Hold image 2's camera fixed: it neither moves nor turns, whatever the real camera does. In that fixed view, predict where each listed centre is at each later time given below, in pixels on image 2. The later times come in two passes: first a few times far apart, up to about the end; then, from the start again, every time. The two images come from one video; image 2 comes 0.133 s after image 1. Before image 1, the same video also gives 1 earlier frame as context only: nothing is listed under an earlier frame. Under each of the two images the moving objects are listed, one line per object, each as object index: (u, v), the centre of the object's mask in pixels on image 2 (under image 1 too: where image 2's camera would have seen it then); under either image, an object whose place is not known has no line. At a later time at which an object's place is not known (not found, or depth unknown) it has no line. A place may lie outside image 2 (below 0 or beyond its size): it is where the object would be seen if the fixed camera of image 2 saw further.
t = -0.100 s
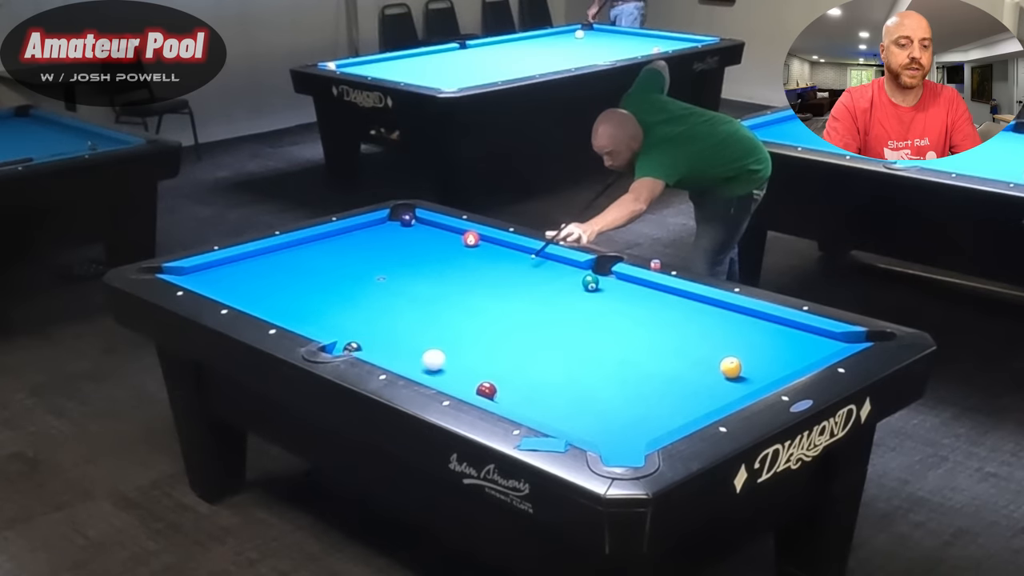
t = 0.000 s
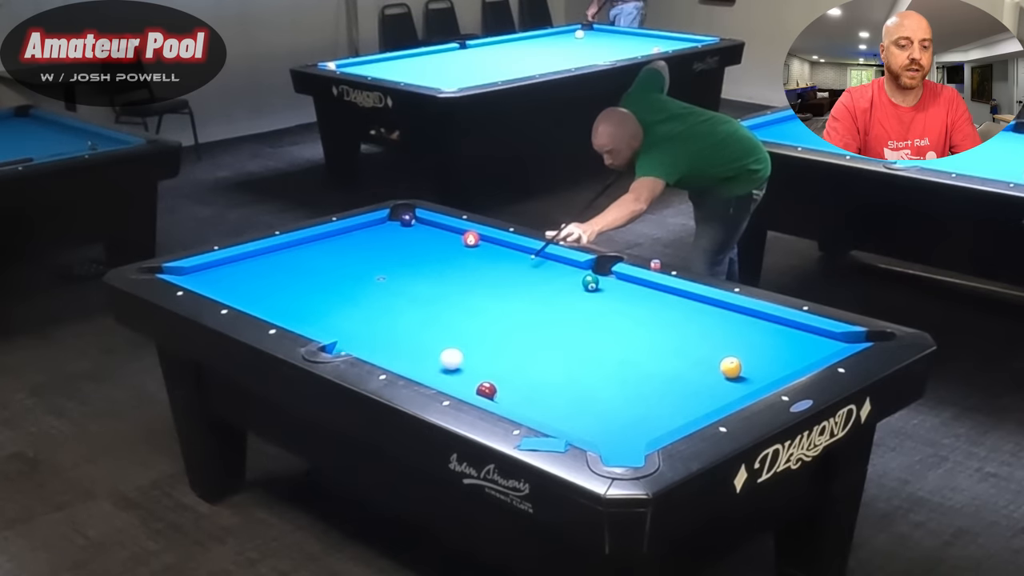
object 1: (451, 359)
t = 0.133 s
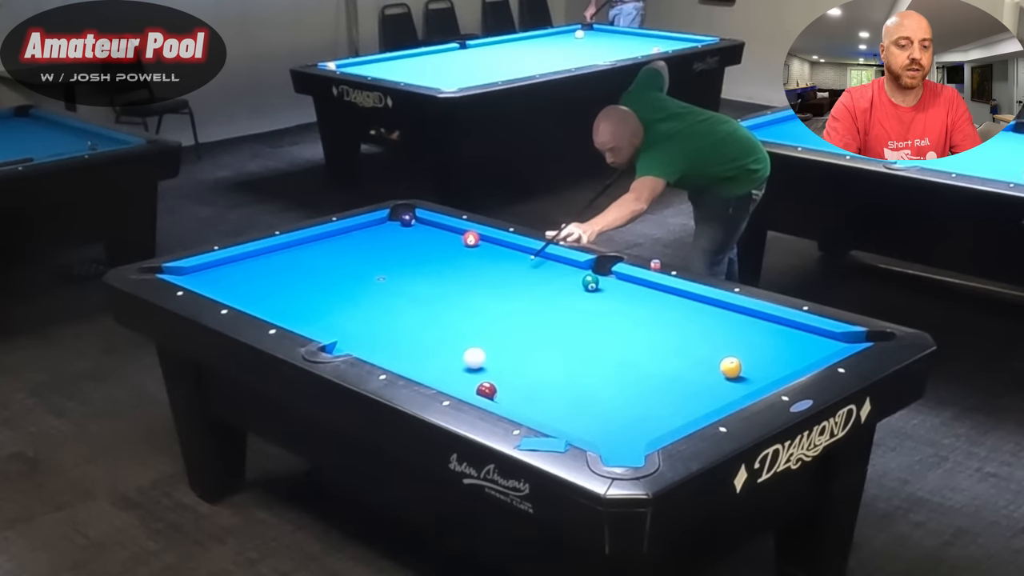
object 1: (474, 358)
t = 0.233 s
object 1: (491, 357)
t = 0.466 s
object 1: (529, 356)
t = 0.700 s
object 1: (565, 354)
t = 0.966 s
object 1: (604, 353)
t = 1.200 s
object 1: (636, 351)
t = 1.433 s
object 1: (667, 350)
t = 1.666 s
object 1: (696, 349)
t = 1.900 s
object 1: (724, 347)
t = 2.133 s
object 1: (749, 346)
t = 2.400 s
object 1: (776, 345)
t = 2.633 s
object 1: (797, 344)
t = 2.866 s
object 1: (818, 343)
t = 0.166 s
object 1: (479, 358)
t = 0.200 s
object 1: (485, 358)
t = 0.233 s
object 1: (491, 357)
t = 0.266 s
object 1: (496, 357)
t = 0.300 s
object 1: (502, 357)
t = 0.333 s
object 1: (507, 357)
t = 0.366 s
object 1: (513, 356)
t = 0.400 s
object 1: (518, 356)
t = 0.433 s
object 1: (523, 356)
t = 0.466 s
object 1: (529, 356)
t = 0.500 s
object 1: (534, 355)
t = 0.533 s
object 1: (539, 355)
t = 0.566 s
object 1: (544, 355)
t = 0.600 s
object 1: (550, 355)
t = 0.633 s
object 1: (555, 354)
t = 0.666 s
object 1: (560, 354)
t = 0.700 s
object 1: (565, 354)
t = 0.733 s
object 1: (570, 354)
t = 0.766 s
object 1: (575, 354)
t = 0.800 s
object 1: (580, 354)
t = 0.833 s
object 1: (585, 353)
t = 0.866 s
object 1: (590, 353)
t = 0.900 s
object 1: (595, 353)
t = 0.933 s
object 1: (599, 353)
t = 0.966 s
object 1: (604, 353)
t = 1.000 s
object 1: (609, 353)
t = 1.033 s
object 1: (613, 352)
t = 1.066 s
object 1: (618, 352)
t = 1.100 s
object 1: (623, 352)
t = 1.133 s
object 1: (627, 352)
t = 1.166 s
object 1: (632, 352)
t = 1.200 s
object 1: (636, 351)
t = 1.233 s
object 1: (641, 351)
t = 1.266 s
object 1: (646, 351)
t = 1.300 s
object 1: (650, 351)
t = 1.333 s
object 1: (654, 350)
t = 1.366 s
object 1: (659, 350)
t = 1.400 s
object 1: (663, 350)
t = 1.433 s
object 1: (667, 350)
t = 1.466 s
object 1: (671, 350)
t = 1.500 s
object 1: (676, 350)
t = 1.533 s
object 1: (680, 349)
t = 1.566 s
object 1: (684, 349)
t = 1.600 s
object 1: (688, 349)
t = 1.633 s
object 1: (692, 349)
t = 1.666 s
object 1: (696, 349)
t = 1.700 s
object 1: (700, 349)
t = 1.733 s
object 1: (704, 348)
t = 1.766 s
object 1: (708, 348)
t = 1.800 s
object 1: (712, 348)
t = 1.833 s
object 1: (716, 348)
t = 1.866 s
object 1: (719, 347)
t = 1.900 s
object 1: (724, 347)
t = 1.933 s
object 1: (727, 347)
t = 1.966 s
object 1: (731, 347)
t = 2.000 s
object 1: (735, 347)
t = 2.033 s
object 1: (738, 347)
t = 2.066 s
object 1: (742, 346)
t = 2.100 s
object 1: (745, 346)
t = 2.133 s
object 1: (749, 346)
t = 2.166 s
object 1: (753, 346)
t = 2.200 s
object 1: (756, 346)
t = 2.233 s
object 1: (759, 345)
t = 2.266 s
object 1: (763, 345)
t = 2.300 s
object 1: (766, 345)
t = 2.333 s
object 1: (770, 345)
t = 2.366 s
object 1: (772, 345)
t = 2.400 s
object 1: (776, 345)
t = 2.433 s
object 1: (779, 345)
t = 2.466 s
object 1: (782, 345)
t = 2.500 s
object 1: (785, 344)
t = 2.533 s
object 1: (788, 344)
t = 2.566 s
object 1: (791, 344)
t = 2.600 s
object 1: (794, 344)
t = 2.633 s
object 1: (797, 344)
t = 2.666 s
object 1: (801, 344)
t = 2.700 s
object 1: (803, 343)
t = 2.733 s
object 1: (806, 343)
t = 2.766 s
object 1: (809, 343)
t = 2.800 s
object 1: (812, 343)
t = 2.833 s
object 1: (815, 343)
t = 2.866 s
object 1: (818, 343)
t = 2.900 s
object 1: (820, 343)
